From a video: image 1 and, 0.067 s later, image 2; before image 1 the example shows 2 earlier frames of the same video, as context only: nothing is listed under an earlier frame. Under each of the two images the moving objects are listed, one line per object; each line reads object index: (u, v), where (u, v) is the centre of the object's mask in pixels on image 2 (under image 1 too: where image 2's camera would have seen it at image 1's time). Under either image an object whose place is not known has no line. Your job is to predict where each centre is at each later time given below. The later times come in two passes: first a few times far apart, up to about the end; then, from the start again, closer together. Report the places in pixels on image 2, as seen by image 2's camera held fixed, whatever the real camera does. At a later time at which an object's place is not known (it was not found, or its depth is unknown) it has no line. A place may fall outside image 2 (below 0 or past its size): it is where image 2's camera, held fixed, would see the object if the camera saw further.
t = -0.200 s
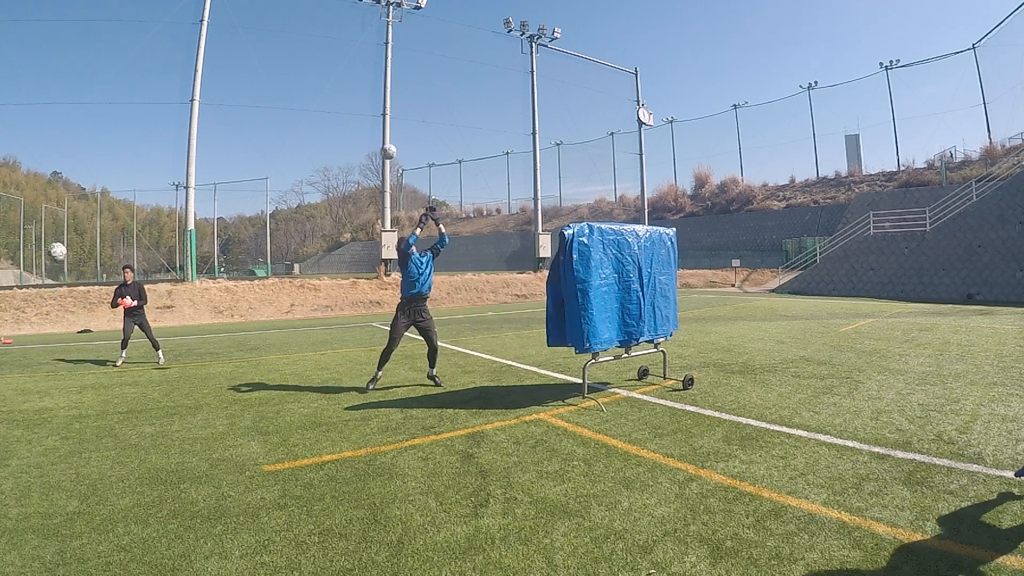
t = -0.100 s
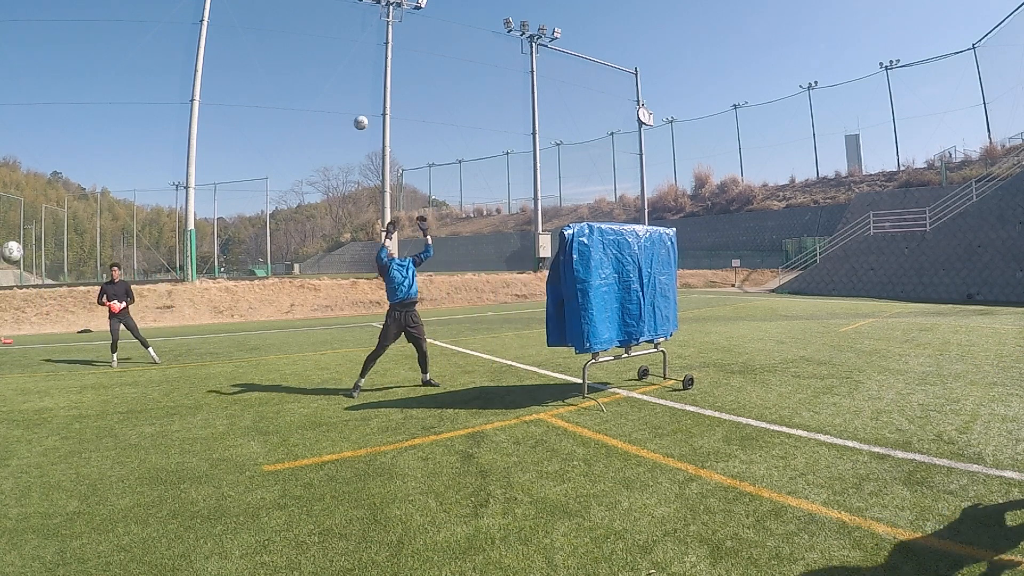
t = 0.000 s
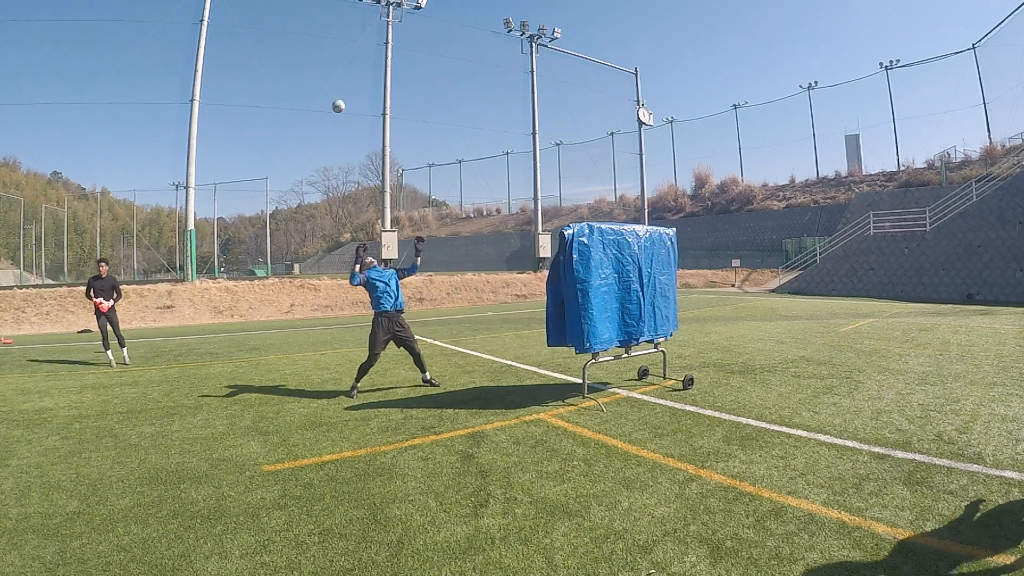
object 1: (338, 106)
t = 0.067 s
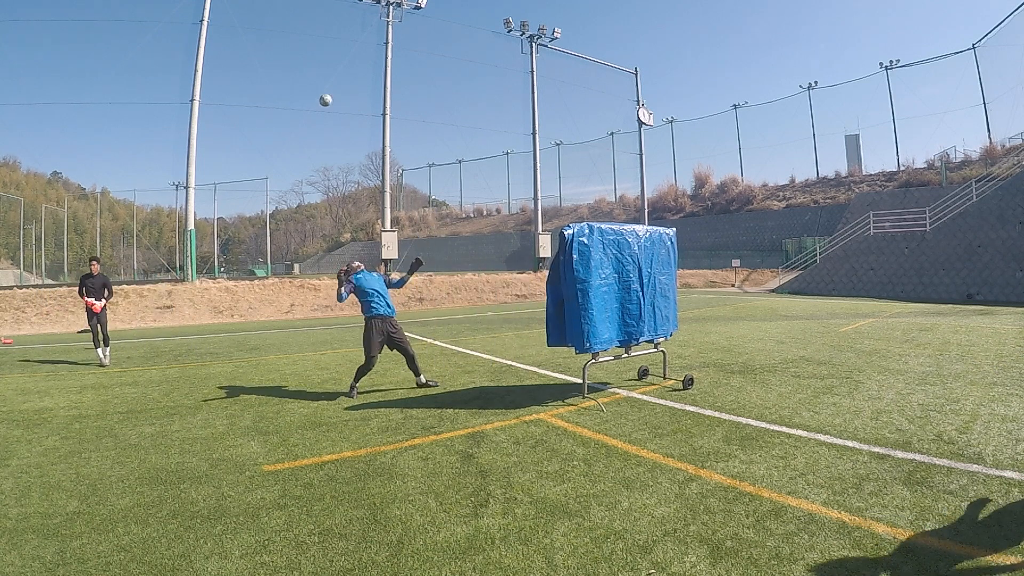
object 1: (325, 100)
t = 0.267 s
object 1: (294, 99)
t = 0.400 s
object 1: (277, 109)
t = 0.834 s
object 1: (236, 179)
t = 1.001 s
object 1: (226, 216)
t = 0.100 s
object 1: (319, 98)
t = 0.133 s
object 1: (314, 97)
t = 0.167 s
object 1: (308, 97)
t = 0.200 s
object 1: (303, 97)
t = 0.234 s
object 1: (298, 98)
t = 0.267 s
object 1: (294, 99)
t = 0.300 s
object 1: (289, 101)
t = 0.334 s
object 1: (285, 103)
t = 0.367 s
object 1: (281, 106)
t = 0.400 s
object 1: (277, 109)
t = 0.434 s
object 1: (273, 113)
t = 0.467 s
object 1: (269, 117)
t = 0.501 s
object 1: (266, 121)
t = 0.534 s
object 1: (262, 125)
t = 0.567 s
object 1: (259, 131)
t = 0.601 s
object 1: (256, 136)
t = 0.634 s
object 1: (253, 141)
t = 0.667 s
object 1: (250, 147)
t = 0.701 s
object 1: (247, 153)
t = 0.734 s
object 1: (244, 159)
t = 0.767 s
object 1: (241, 165)
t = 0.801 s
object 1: (239, 172)
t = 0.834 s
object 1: (236, 179)
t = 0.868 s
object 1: (234, 186)
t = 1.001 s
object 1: (226, 216)
